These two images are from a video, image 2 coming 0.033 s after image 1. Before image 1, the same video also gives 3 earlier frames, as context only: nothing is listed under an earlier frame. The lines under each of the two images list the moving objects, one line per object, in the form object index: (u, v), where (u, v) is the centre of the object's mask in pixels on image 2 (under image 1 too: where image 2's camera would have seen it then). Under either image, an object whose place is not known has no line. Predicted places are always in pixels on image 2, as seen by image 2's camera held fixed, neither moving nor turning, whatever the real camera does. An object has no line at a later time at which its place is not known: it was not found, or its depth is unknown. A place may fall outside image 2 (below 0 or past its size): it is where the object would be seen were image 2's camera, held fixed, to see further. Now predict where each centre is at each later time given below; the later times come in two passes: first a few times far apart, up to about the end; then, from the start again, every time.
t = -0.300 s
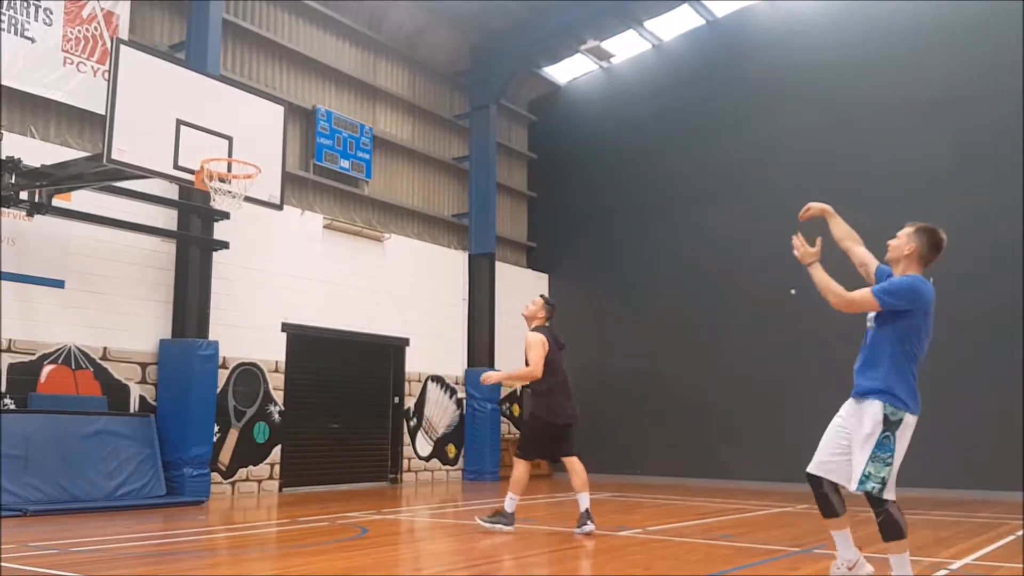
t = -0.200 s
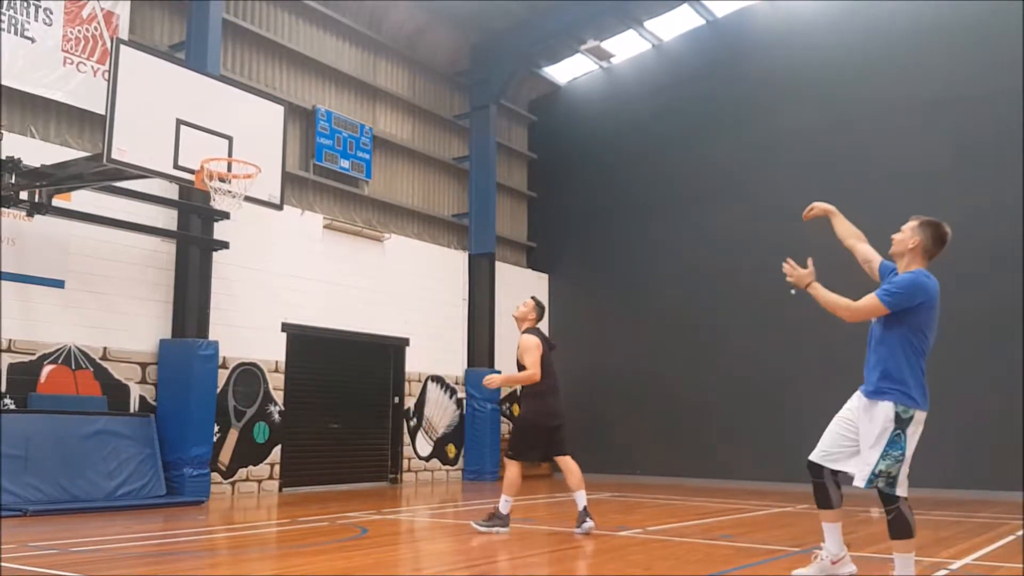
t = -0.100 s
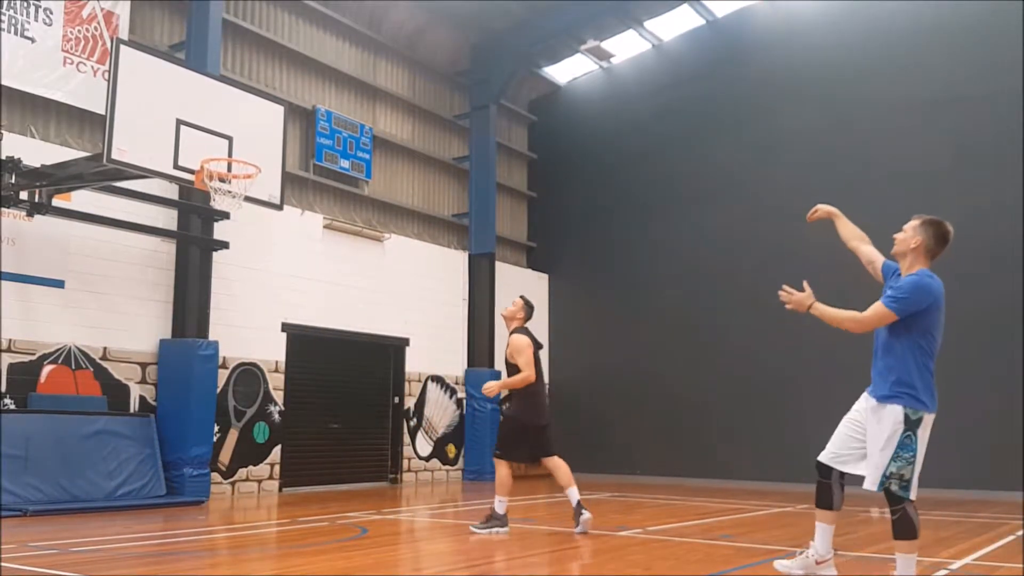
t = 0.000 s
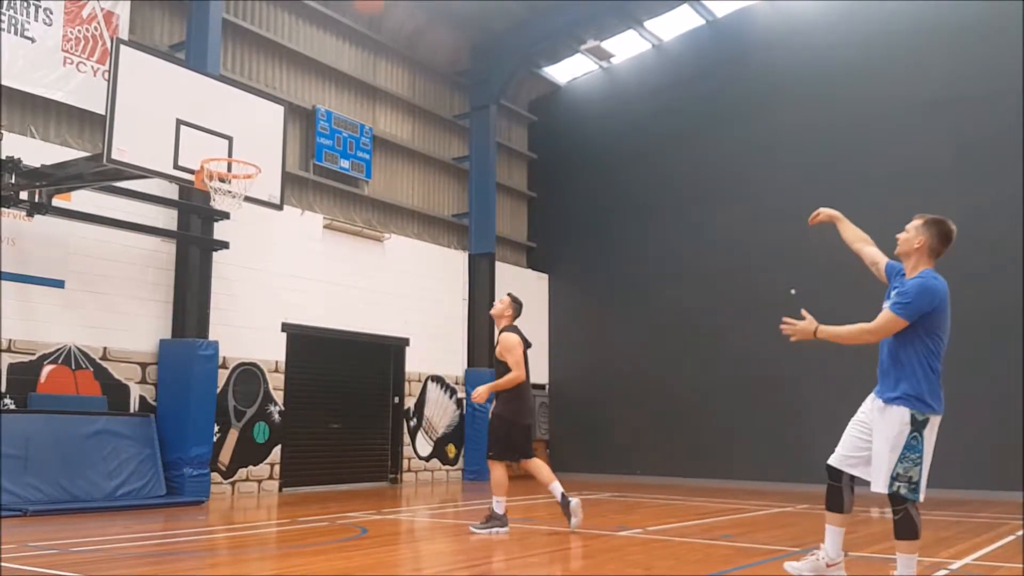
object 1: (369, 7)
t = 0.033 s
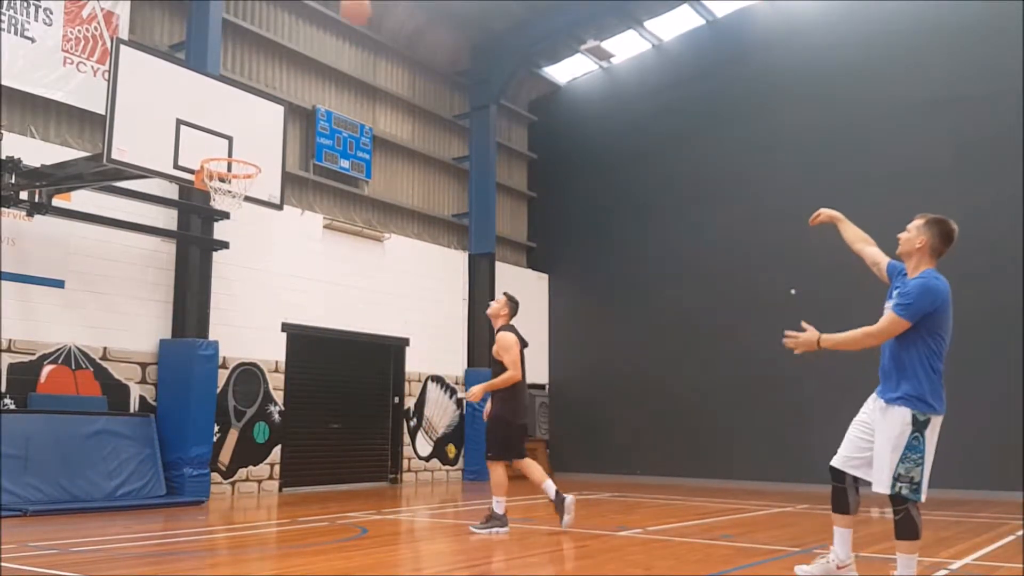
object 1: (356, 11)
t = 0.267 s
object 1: (268, 125)
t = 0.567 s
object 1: (232, 184)
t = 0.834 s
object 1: (251, 233)
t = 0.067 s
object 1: (343, 22)
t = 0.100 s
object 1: (330, 37)
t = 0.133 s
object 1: (317, 54)
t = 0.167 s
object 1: (304, 70)
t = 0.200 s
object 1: (292, 87)
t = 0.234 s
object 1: (280, 106)
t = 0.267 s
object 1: (268, 125)
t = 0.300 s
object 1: (256, 146)
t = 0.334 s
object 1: (245, 165)
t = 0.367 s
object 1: (230, 170)
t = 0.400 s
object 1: (223, 172)
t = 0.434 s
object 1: (218, 173)
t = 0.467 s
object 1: (218, 173)
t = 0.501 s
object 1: (219, 176)
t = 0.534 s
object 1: (224, 178)
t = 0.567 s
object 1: (232, 184)
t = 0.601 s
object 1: (241, 189)
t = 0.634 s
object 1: (243, 192)
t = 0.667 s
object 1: (245, 196)
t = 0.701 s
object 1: (246, 200)
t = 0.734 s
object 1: (247, 207)
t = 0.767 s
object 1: (248, 213)
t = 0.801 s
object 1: (249, 223)
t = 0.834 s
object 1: (251, 233)
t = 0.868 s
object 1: (252, 245)
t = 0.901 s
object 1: (253, 258)
